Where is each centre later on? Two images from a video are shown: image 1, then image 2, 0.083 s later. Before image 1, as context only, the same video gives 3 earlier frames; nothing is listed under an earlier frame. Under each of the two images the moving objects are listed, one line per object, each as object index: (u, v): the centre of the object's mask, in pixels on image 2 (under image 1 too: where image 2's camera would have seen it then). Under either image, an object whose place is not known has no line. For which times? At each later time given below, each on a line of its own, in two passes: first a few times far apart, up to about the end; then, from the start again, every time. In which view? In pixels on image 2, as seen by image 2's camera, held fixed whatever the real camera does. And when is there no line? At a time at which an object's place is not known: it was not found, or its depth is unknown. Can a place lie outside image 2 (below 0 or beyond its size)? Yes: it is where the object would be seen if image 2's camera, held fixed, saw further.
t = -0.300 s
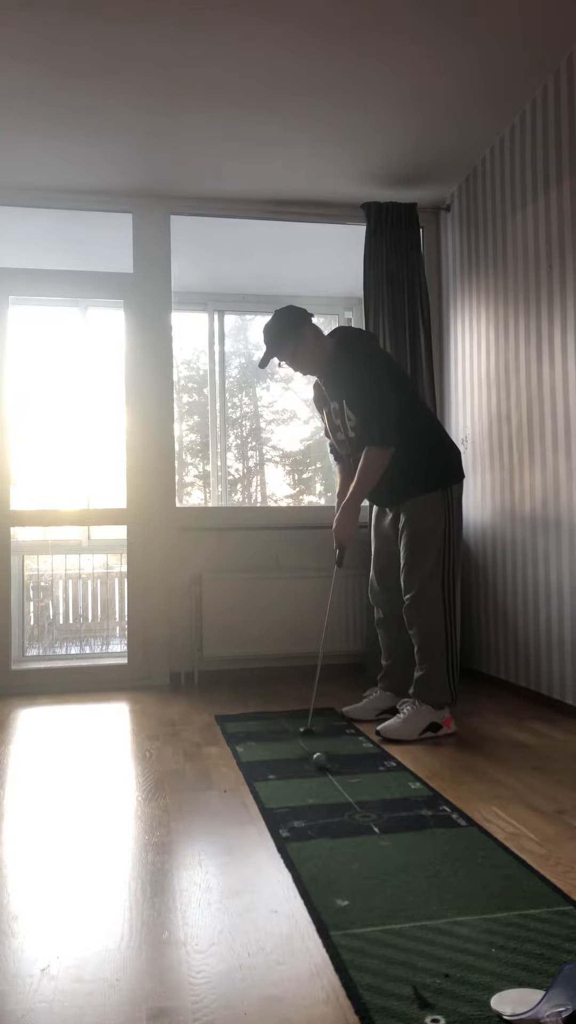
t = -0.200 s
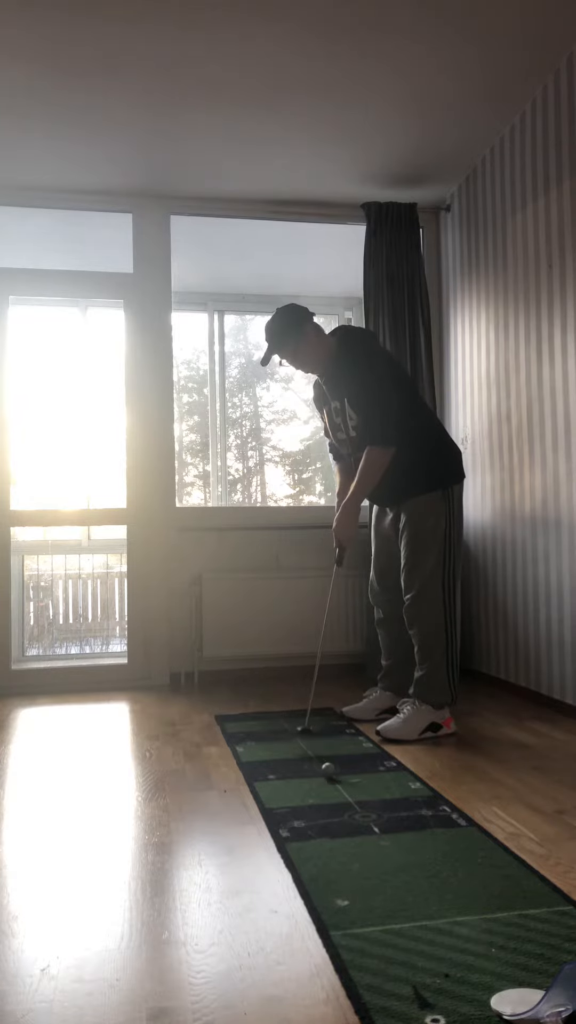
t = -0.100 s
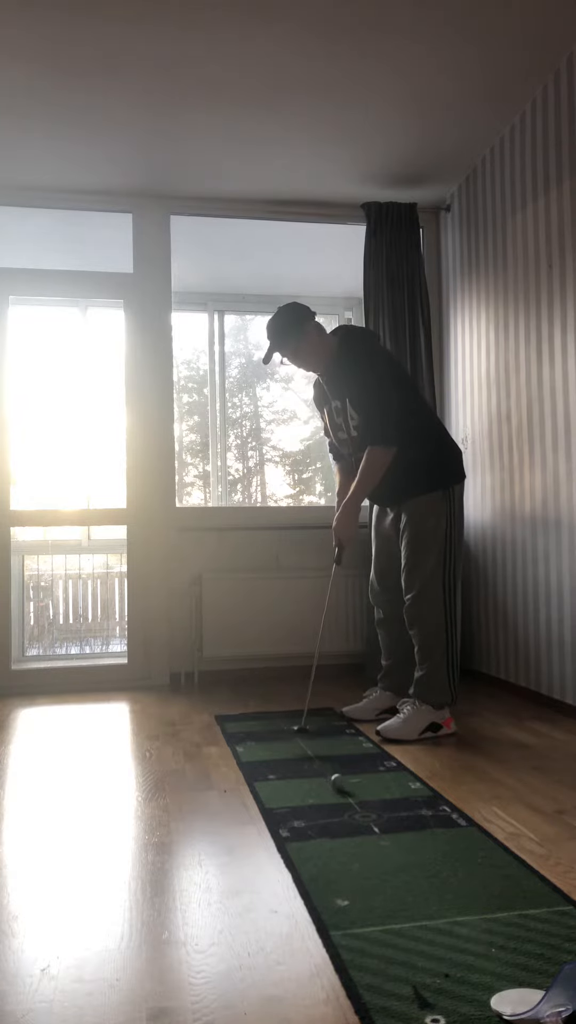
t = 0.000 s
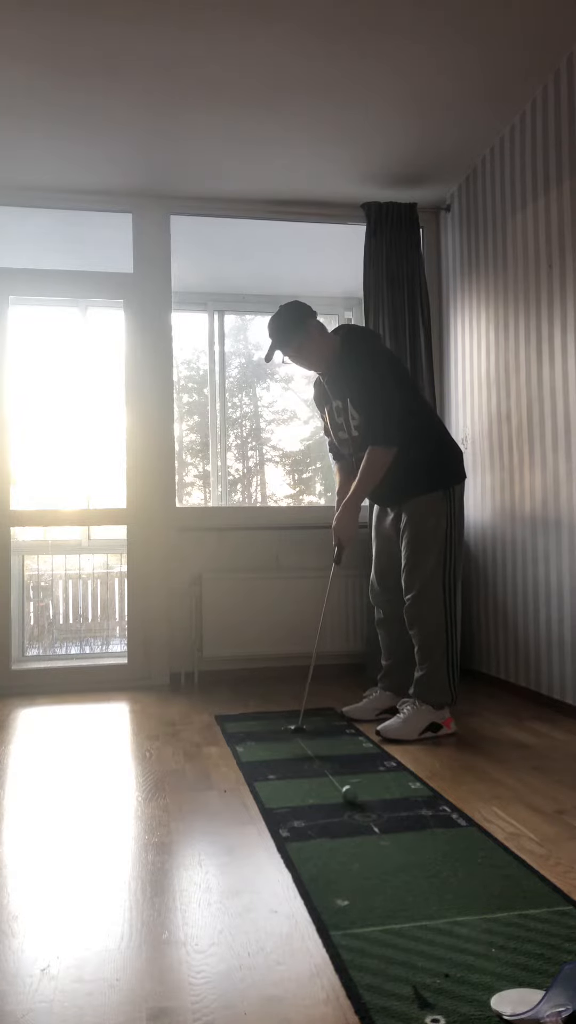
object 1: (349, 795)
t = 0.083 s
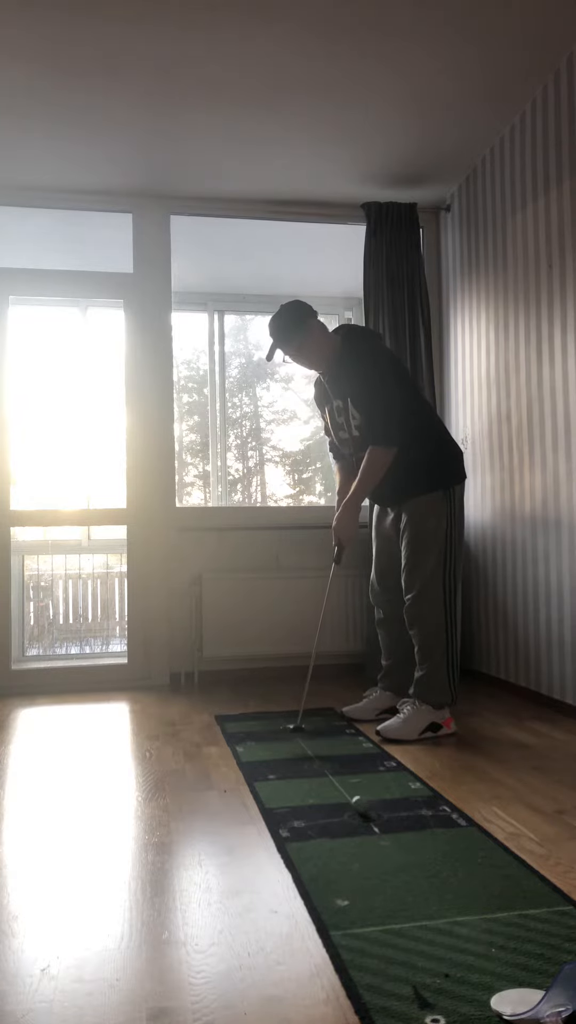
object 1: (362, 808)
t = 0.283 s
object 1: (386, 834)
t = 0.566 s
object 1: (433, 886)
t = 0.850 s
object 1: (494, 955)
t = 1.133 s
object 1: (545, 987)
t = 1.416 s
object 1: (544, 988)
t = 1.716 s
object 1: (543, 988)
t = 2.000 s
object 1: (543, 988)
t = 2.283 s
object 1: (543, 988)
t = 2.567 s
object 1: (543, 988)
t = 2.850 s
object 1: (543, 988)
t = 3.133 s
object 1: (543, 988)
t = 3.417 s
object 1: (543, 988)
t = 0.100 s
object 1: (364, 810)
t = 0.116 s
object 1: (367, 811)
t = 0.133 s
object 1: (368, 813)
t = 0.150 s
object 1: (369, 814)
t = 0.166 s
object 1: (371, 816)
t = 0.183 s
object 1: (377, 823)
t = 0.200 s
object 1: (379, 825)
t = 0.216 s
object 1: (379, 826)
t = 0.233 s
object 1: (381, 827)
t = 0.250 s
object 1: (383, 829)
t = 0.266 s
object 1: (384, 831)
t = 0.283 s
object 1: (386, 834)
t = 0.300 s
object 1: (389, 837)
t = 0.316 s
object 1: (391, 840)
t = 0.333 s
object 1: (393, 842)
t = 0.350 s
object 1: (397, 846)
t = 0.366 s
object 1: (399, 848)
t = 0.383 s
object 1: (402, 851)
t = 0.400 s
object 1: (404, 854)
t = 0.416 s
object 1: (407, 857)
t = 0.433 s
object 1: (410, 861)
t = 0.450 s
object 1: (413, 863)
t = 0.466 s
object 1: (415, 867)
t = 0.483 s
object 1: (418, 870)
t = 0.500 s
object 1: (421, 873)
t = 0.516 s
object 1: (424, 876)
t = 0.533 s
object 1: (426, 880)
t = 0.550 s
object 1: (430, 882)
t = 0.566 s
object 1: (433, 886)
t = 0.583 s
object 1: (435, 889)
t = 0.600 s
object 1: (438, 893)
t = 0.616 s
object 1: (441, 896)
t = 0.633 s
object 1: (444, 900)
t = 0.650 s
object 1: (449, 904)
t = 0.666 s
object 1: (451, 908)
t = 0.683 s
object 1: (456, 912)
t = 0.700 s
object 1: (458, 915)
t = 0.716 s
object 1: (462, 919)
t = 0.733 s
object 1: (466, 923)
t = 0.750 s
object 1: (468, 927)
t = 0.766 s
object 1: (472, 932)
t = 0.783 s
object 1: (476, 936)
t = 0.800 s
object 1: (481, 941)
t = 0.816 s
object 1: (484, 945)
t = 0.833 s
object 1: (491, 950)
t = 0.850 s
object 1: (494, 955)
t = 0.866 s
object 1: (498, 959)
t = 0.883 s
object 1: (501, 963)
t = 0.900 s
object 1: (506, 968)
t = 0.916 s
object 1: (509, 974)
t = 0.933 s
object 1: (514, 976)
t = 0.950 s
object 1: (519, 979)
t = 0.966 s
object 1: (523, 983)
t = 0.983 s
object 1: (527, 989)
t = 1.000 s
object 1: (531, 991)
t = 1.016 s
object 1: (533, 992)
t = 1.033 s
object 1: (536, 991)
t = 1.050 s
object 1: (538, 990)
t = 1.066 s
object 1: (540, 988)
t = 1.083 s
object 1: (542, 986)
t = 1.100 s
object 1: (544, 986)
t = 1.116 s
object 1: (545, 987)
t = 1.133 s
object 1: (545, 987)
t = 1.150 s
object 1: (544, 988)
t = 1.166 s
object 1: (544, 988)
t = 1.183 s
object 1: (544, 988)
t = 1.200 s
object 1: (544, 988)
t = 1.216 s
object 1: (544, 988)
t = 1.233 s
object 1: (544, 988)
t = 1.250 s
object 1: (544, 988)
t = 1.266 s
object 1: (544, 988)
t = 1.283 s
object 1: (544, 988)
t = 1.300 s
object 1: (544, 988)
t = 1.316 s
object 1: (544, 988)
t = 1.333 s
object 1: (544, 988)
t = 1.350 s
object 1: (544, 988)
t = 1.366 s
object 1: (544, 988)
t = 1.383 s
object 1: (544, 988)
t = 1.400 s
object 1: (544, 988)
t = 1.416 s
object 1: (544, 988)
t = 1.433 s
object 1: (544, 988)
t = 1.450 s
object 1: (544, 988)
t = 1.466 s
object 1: (544, 988)
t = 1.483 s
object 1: (544, 988)
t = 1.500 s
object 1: (544, 988)
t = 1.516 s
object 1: (544, 988)
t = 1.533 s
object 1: (544, 988)
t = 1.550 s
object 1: (544, 988)
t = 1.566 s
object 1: (544, 988)
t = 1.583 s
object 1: (544, 988)
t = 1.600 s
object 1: (544, 988)
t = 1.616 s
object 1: (544, 988)
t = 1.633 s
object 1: (544, 988)
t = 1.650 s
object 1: (544, 988)
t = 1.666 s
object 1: (544, 988)
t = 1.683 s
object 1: (544, 988)
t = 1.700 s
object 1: (544, 988)
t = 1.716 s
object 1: (543, 988)
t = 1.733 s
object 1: (543, 988)
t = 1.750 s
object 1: (543, 988)
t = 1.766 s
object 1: (543, 988)
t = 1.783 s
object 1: (543, 988)
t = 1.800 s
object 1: (543, 988)
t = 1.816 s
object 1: (544, 988)
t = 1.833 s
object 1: (544, 988)
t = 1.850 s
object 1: (544, 988)
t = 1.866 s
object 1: (543, 988)
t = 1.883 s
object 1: (544, 988)
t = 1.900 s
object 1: (544, 988)
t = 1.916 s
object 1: (543, 988)
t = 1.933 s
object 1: (544, 988)
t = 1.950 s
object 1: (544, 987)
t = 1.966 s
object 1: (543, 988)
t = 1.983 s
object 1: (544, 988)
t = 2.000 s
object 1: (543, 988)
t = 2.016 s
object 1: (543, 988)
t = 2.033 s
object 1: (543, 988)
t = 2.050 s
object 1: (543, 988)
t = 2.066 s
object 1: (543, 988)
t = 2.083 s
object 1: (543, 988)
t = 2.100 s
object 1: (543, 988)
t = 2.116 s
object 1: (543, 988)
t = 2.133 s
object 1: (543, 988)
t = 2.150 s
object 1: (543, 987)
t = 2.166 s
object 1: (543, 988)
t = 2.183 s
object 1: (543, 988)
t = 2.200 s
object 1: (543, 988)
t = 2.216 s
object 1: (543, 988)
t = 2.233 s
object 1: (543, 988)
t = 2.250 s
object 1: (543, 988)
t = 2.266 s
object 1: (543, 988)
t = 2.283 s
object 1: (543, 988)
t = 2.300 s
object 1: (544, 988)
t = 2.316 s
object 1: (543, 988)
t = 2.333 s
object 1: (543, 988)
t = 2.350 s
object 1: (544, 988)
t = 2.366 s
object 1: (543, 988)
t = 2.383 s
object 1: (543, 988)
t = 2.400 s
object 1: (543, 988)
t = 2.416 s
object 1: (543, 988)
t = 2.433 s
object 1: (543, 988)
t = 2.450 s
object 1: (543, 988)
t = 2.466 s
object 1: (543, 988)
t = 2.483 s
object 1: (543, 988)
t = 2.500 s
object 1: (543, 988)
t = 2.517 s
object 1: (543, 987)
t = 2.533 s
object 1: (543, 988)
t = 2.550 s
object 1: (543, 988)
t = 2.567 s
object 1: (543, 988)
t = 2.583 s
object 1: (543, 988)
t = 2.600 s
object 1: (543, 988)
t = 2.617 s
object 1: (543, 988)
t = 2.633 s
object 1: (543, 988)
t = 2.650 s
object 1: (543, 988)
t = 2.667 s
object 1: (543, 988)
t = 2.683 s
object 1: (543, 988)
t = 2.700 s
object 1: (543, 988)
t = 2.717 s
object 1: (543, 988)
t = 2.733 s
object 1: (543, 988)
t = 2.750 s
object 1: (544, 987)
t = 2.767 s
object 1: (544, 987)
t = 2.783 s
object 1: (543, 988)
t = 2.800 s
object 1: (544, 987)
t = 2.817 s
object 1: (544, 987)
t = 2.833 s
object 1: (543, 988)
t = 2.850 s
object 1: (543, 988)
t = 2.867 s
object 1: (543, 988)
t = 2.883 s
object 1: (543, 987)
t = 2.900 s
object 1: (544, 987)
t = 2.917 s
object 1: (543, 988)
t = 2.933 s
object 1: (543, 988)
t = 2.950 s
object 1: (543, 987)
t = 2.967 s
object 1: (544, 987)
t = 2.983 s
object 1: (544, 987)
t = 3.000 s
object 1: (543, 987)
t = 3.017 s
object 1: (543, 987)
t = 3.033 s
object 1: (544, 988)
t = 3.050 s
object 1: (544, 988)
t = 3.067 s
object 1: (544, 988)
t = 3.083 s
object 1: (544, 988)
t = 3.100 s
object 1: (544, 988)
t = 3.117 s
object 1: (544, 988)
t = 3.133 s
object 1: (543, 988)
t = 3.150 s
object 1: (543, 988)
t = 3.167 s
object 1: (543, 987)
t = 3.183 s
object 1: (544, 988)
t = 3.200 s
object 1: (543, 987)
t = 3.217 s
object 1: (544, 988)
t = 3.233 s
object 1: (544, 988)
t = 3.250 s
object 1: (543, 988)
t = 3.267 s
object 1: (543, 988)
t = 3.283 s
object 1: (544, 988)
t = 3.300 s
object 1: (544, 988)
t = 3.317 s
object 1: (543, 988)
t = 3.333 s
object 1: (543, 987)
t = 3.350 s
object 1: (543, 988)
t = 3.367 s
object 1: (543, 987)
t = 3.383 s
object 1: (543, 988)
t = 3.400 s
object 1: (543, 987)
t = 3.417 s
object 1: (543, 988)
